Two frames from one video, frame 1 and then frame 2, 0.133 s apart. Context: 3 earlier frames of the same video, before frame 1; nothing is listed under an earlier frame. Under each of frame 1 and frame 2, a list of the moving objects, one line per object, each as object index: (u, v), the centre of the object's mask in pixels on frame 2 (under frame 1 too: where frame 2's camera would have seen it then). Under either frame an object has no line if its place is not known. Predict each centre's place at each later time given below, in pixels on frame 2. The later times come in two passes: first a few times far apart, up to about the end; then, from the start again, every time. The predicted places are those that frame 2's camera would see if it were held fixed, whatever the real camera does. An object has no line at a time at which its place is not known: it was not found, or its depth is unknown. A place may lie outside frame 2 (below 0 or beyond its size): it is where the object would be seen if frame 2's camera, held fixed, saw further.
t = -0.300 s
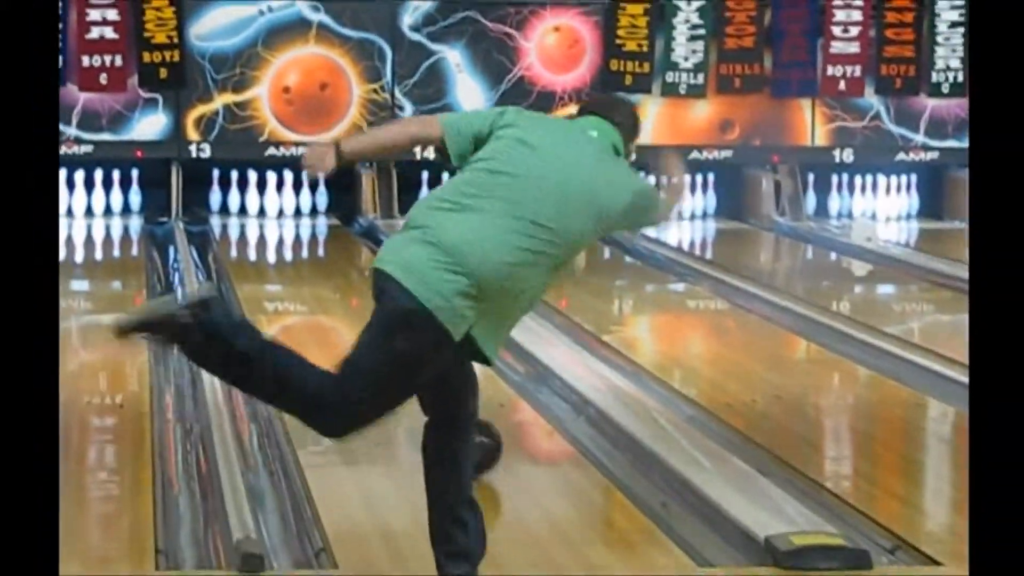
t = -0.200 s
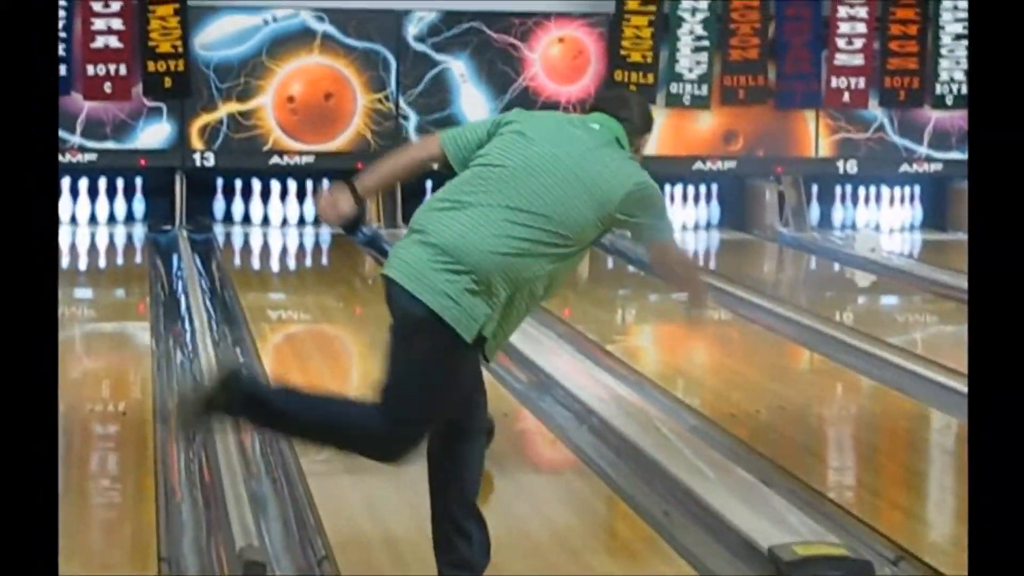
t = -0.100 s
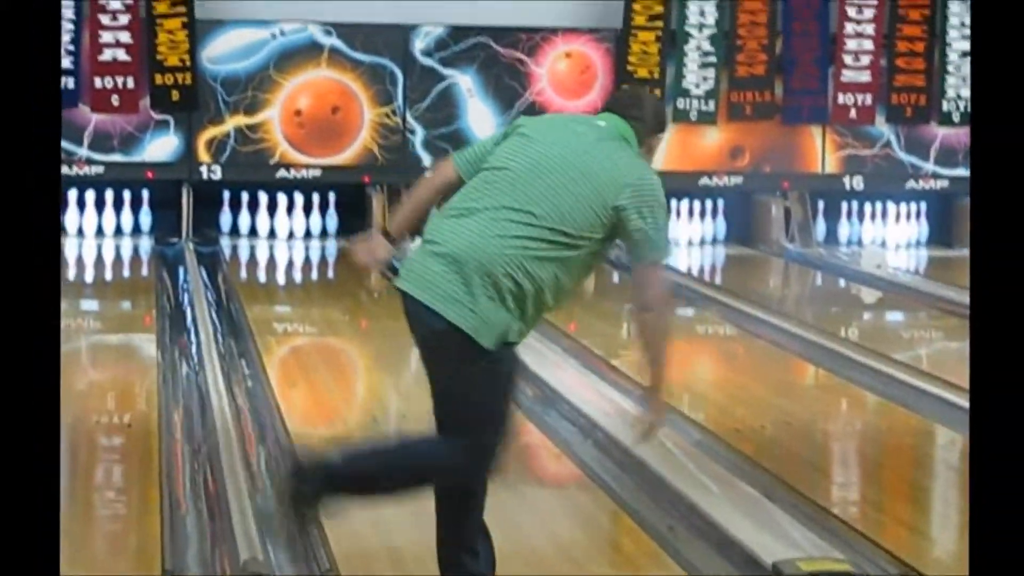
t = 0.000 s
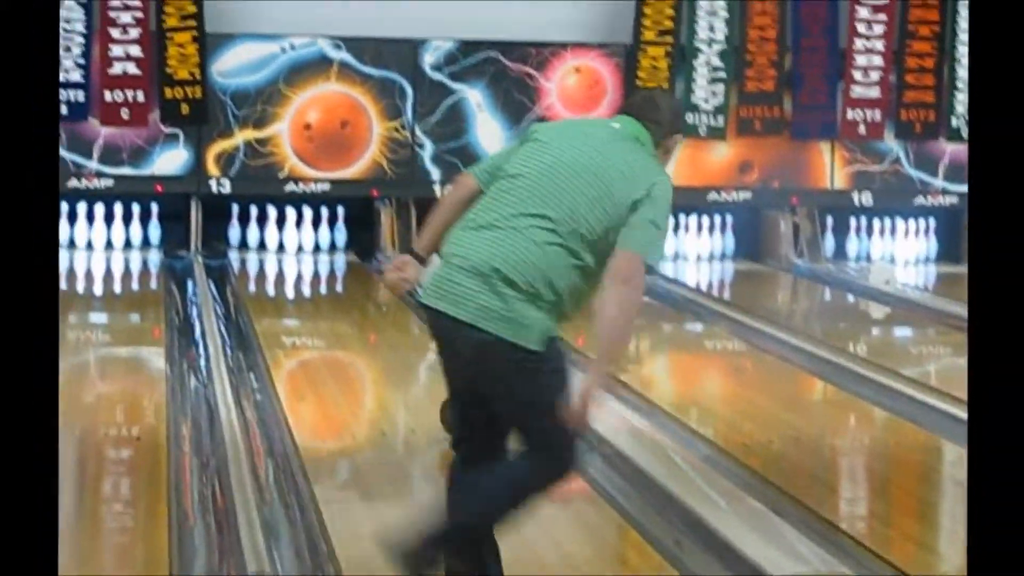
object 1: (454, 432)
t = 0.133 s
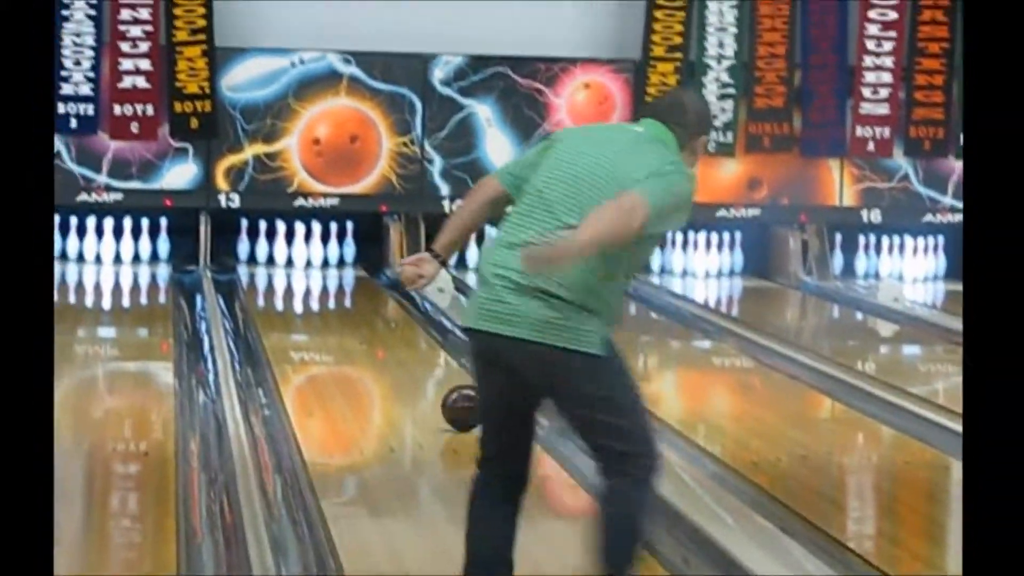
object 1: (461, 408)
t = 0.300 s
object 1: (457, 382)
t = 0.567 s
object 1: (439, 350)
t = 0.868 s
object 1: (416, 322)
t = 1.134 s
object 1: (398, 302)
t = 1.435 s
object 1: (370, 281)
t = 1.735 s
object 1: (336, 266)
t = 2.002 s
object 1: (316, 257)
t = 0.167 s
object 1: (463, 402)
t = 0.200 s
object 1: (461, 397)
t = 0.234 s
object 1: (460, 392)
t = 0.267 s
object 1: (458, 387)
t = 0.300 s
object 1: (457, 382)
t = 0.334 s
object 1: (454, 378)
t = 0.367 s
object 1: (453, 373)
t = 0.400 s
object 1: (450, 369)
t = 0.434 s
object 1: (448, 366)
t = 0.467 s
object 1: (446, 361)
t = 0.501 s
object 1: (443, 357)
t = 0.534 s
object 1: (441, 353)
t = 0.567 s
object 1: (439, 350)
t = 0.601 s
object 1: (436, 347)
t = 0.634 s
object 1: (434, 343)
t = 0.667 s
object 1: (431, 341)
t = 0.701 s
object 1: (429, 336)
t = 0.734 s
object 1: (427, 334)
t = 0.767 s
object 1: (424, 331)
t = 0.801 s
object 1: (421, 328)
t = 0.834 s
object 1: (418, 325)
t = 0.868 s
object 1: (416, 322)
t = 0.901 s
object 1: (414, 319)
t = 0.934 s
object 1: (412, 316)
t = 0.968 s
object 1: (409, 314)
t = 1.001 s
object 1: (407, 311)
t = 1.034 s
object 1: (405, 309)
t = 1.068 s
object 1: (402, 306)
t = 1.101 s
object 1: (399, 304)
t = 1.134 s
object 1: (398, 302)
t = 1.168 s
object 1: (395, 299)
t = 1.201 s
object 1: (392, 297)
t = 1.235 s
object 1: (388, 294)
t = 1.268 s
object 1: (386, 292)
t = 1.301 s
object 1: (383, 290)
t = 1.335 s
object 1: (380, 286)
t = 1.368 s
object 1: (377, 285)
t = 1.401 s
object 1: (373, 282)
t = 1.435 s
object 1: (370, 281)
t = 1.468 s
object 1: (366, 280)
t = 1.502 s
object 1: (363, 278)
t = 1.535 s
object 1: (360, 276)
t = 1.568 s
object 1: (357, 275)
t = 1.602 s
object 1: (352, 273)
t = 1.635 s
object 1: (348, 270)
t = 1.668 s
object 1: (344, 269)
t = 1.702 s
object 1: (340, 268)
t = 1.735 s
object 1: (336, 266)
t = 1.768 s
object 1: (333, 265)
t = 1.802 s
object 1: (328, 264)
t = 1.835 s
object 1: (324, 262)
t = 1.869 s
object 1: (320, 261)
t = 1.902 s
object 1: (317, 260)
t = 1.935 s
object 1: (316, 260)
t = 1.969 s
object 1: (316, 258)
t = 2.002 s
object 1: (316, 257)
